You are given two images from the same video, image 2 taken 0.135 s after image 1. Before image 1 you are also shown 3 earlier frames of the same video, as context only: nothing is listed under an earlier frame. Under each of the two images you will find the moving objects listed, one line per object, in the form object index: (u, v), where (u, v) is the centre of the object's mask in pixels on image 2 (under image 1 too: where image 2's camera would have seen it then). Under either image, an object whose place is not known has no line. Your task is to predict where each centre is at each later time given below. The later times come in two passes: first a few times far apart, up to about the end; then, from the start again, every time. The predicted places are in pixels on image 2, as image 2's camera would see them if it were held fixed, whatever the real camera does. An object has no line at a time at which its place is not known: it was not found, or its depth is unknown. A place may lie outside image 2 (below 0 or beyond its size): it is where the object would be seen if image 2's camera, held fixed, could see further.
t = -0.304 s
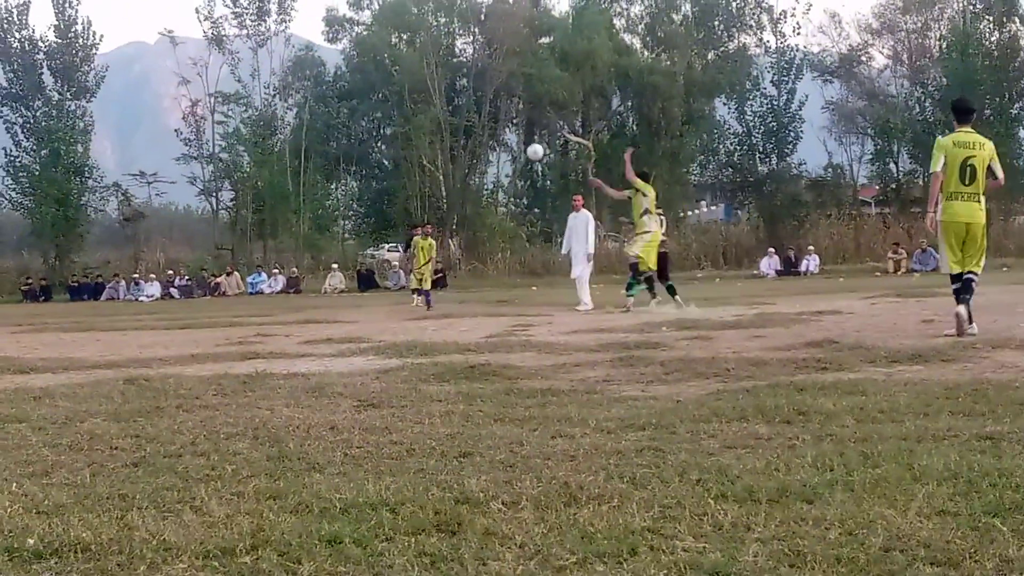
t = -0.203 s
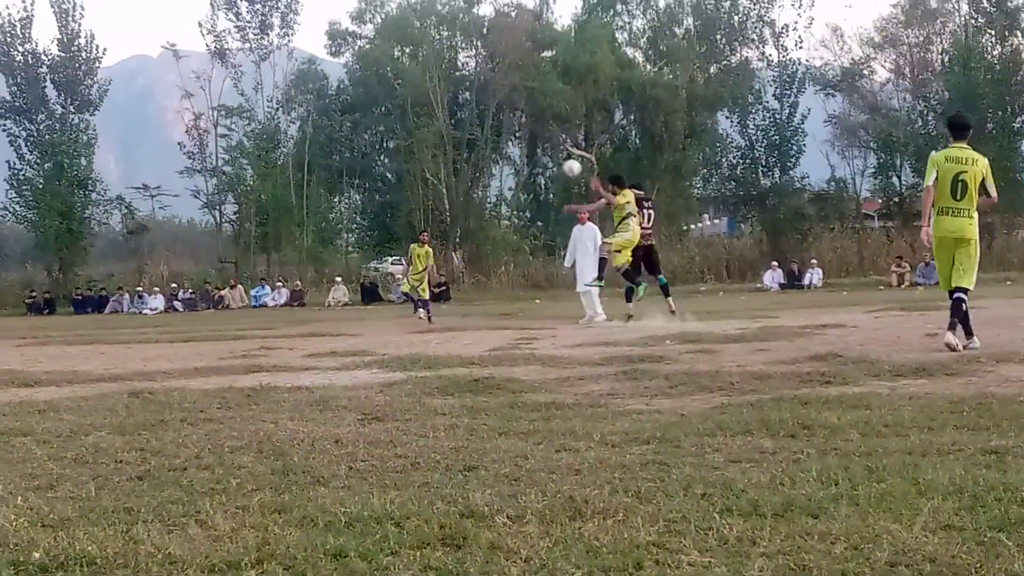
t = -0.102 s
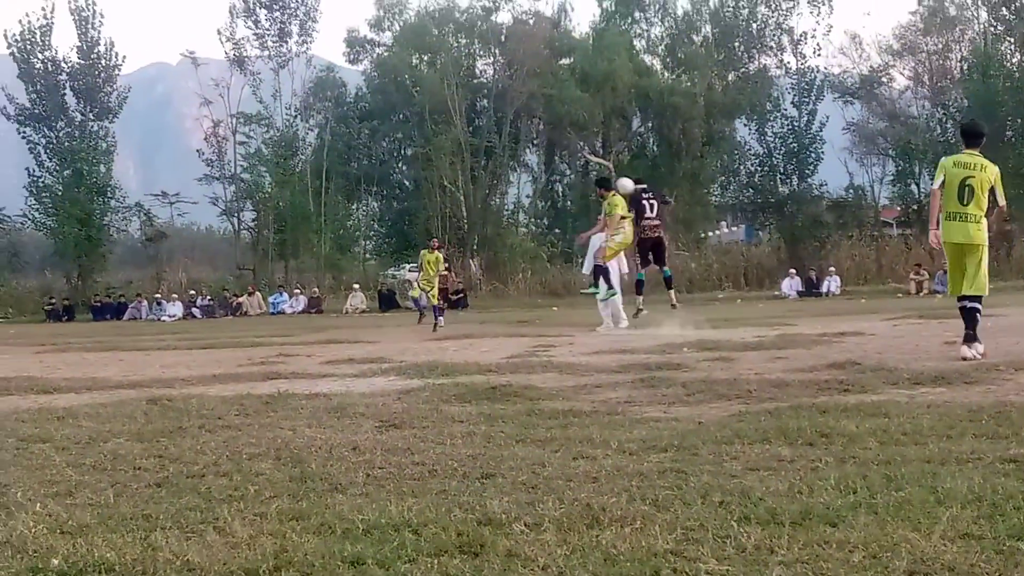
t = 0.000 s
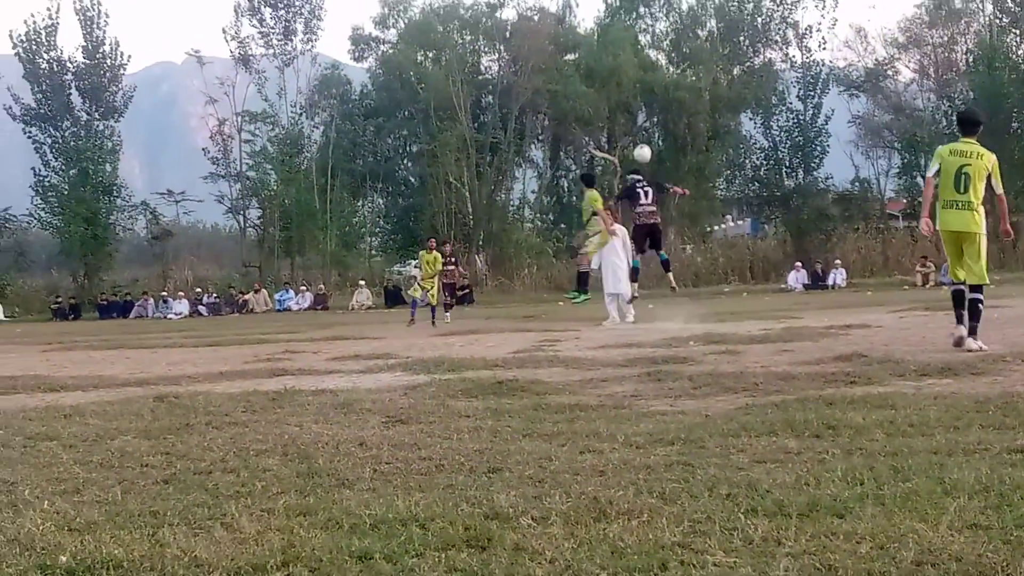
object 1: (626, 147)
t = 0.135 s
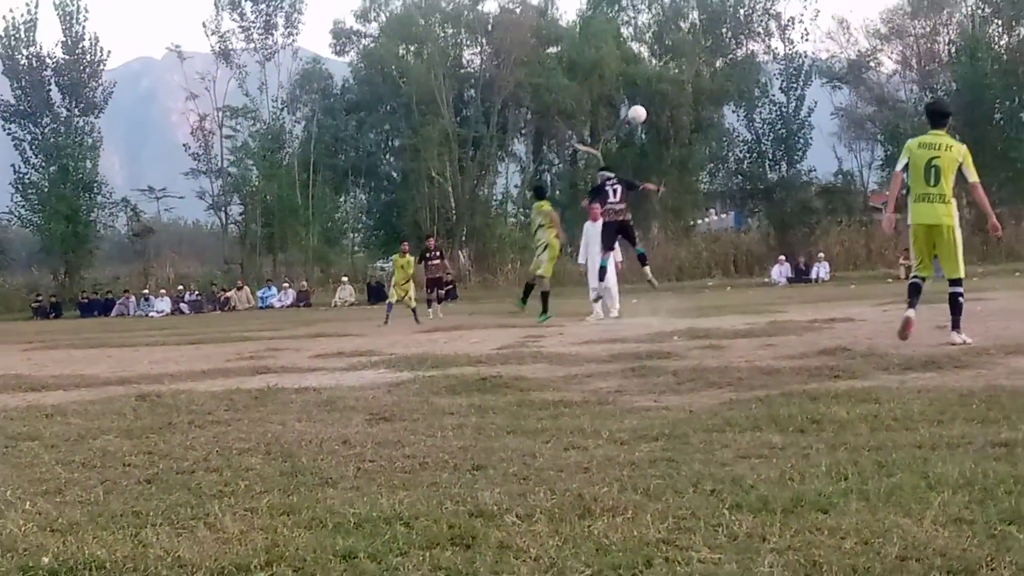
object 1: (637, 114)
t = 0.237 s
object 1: (647, 98)
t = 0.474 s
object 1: (673, 94)
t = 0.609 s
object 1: (689, 115)
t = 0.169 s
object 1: (641, 108)
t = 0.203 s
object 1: (644, 103)
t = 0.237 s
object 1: (647, 98)
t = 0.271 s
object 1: (651, 95)
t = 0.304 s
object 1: (654, 92)
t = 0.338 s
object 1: (658, 90)
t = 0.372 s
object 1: (662, 90)
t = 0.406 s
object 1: (665, 90)
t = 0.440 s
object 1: (669, 92)
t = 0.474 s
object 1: (673, 94)
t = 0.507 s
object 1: (677, 98)
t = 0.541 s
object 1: (680, 103)
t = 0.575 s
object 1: (685, 108)
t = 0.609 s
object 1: (689, 115)
